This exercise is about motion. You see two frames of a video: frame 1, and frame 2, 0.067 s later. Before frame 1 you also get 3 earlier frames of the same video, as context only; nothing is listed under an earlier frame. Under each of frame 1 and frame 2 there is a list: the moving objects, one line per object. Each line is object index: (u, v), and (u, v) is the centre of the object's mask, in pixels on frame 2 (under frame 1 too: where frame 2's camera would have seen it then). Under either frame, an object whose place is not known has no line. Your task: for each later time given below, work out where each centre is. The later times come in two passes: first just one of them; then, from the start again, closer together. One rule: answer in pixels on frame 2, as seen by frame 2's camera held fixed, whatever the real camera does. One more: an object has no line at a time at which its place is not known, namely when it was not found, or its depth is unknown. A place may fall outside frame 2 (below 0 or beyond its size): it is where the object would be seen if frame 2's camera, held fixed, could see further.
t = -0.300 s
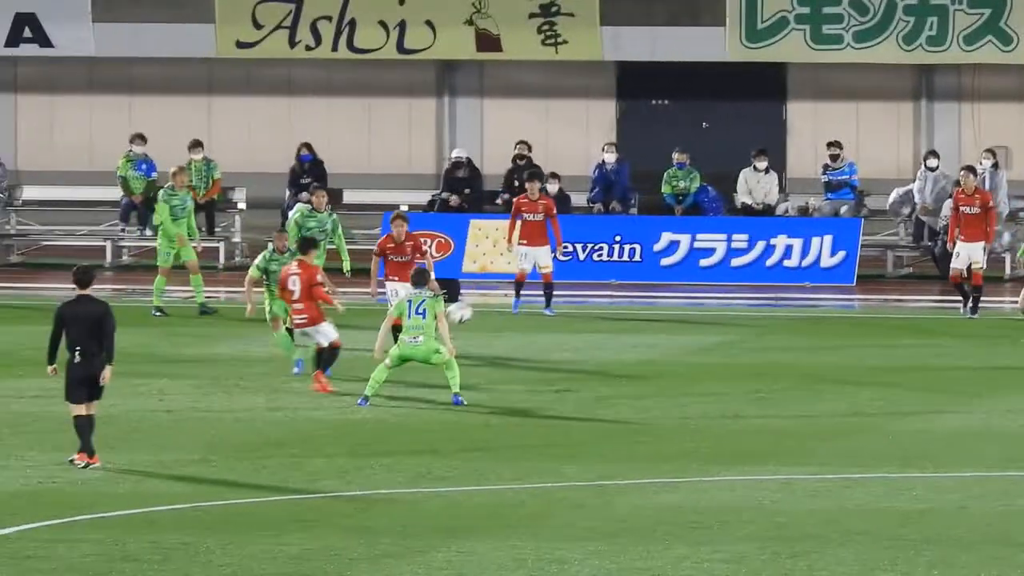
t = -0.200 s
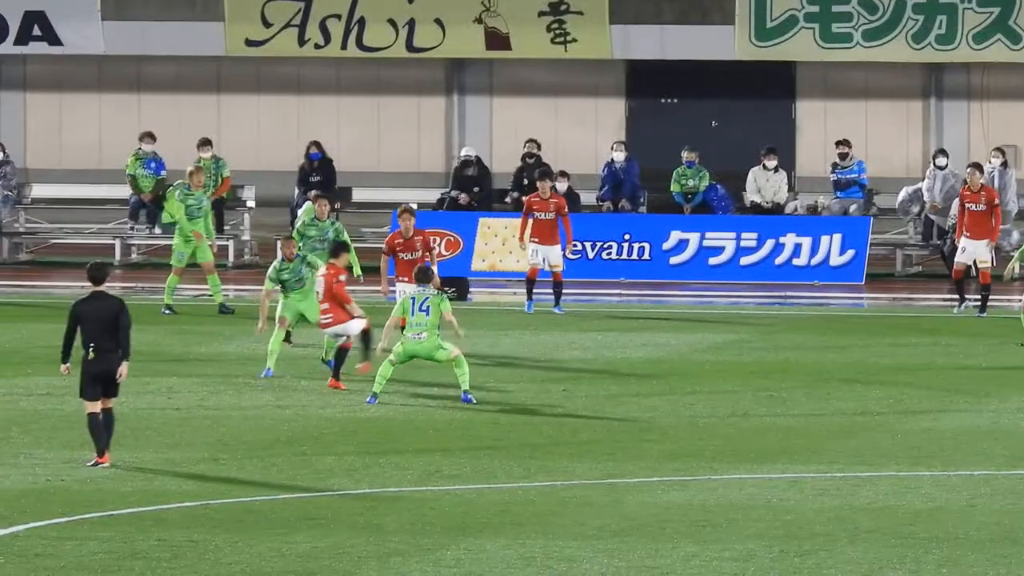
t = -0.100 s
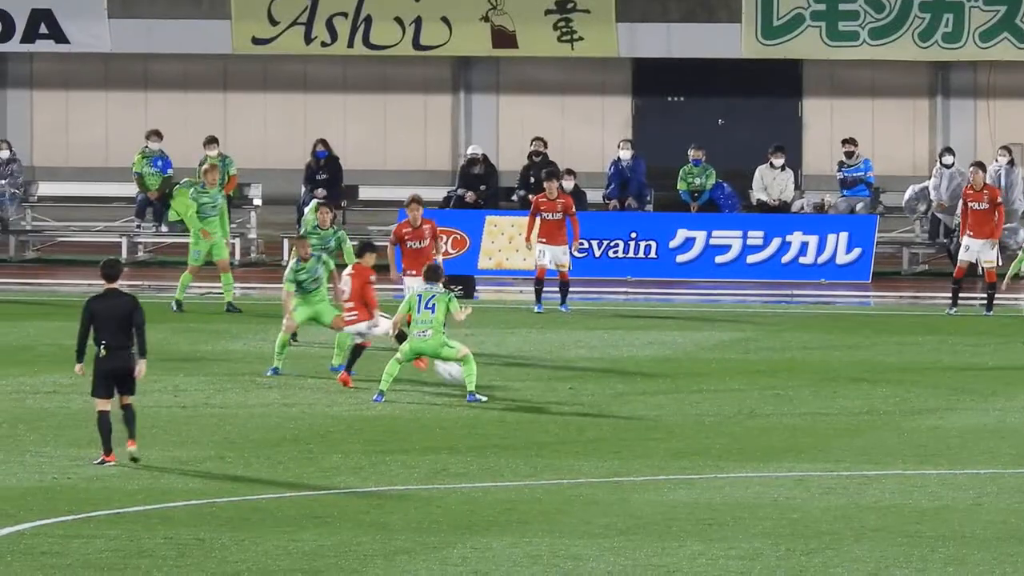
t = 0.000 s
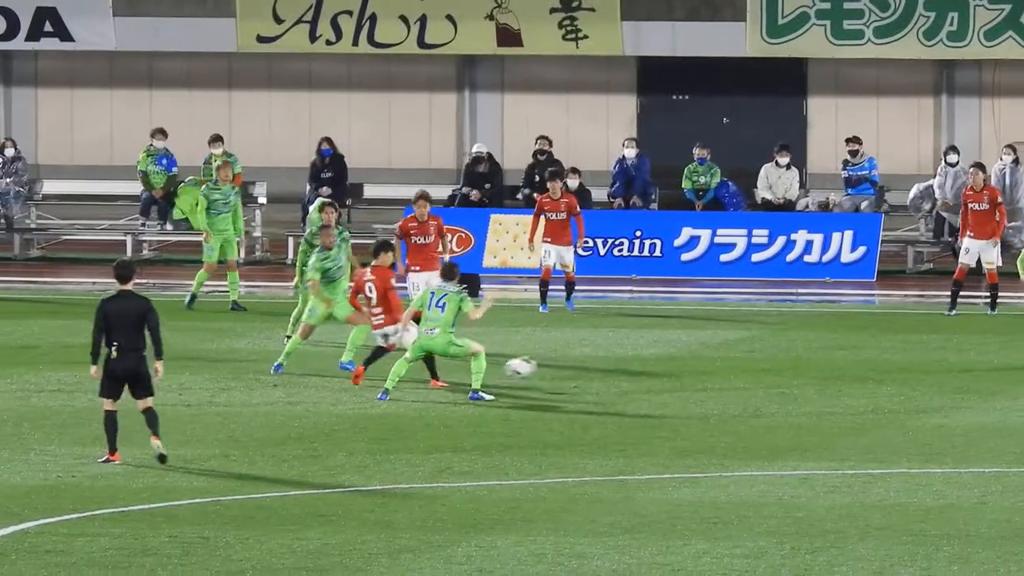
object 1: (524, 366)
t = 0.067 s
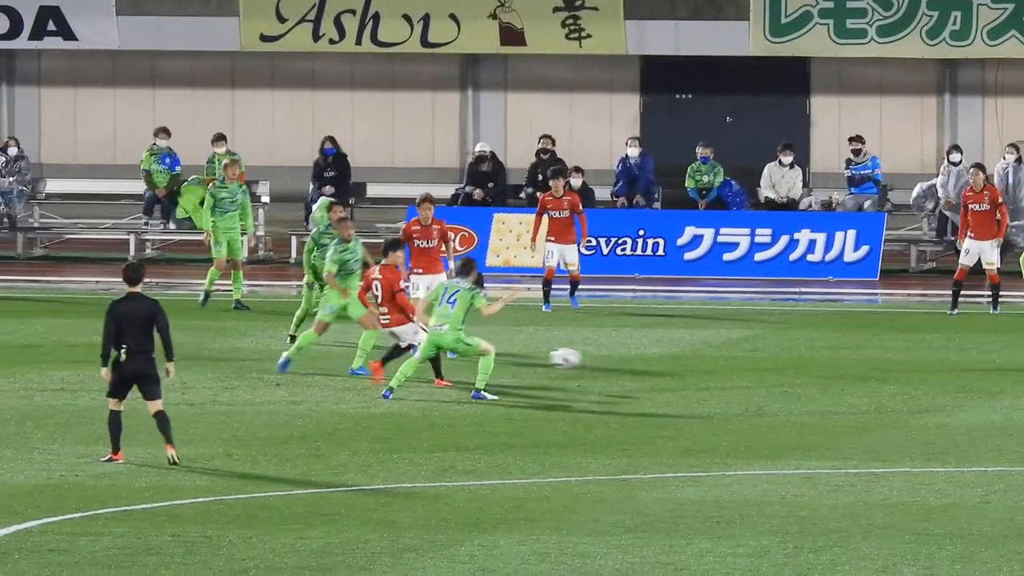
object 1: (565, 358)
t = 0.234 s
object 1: (667, 356)
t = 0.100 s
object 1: (587, 353)
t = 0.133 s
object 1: (608, 353)
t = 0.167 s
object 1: (627, 353)
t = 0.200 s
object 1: (647, 354)
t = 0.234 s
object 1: (667, 356)
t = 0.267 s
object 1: (674, 360)
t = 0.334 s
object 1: (719, 370)
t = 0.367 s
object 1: (740, 377)
